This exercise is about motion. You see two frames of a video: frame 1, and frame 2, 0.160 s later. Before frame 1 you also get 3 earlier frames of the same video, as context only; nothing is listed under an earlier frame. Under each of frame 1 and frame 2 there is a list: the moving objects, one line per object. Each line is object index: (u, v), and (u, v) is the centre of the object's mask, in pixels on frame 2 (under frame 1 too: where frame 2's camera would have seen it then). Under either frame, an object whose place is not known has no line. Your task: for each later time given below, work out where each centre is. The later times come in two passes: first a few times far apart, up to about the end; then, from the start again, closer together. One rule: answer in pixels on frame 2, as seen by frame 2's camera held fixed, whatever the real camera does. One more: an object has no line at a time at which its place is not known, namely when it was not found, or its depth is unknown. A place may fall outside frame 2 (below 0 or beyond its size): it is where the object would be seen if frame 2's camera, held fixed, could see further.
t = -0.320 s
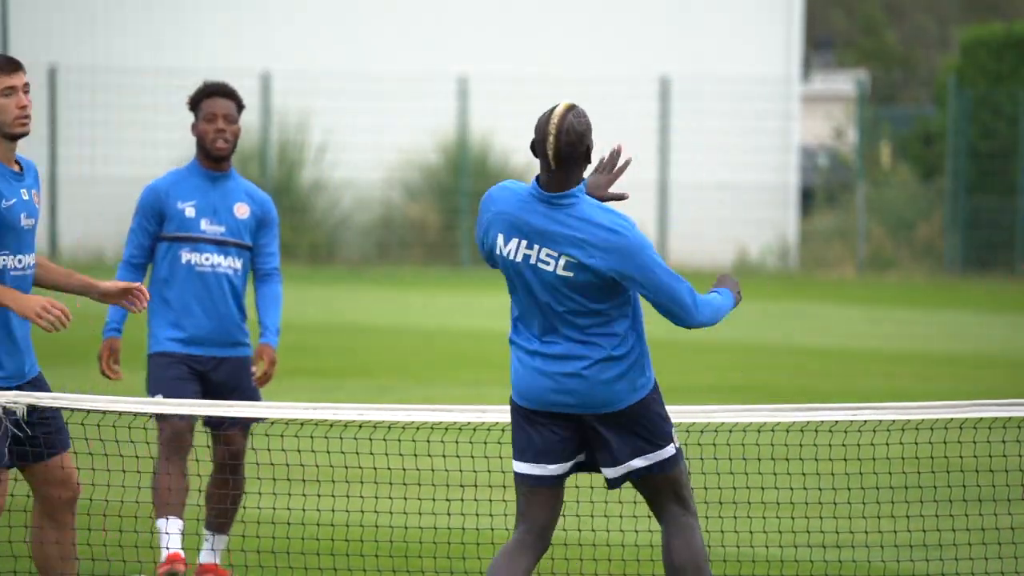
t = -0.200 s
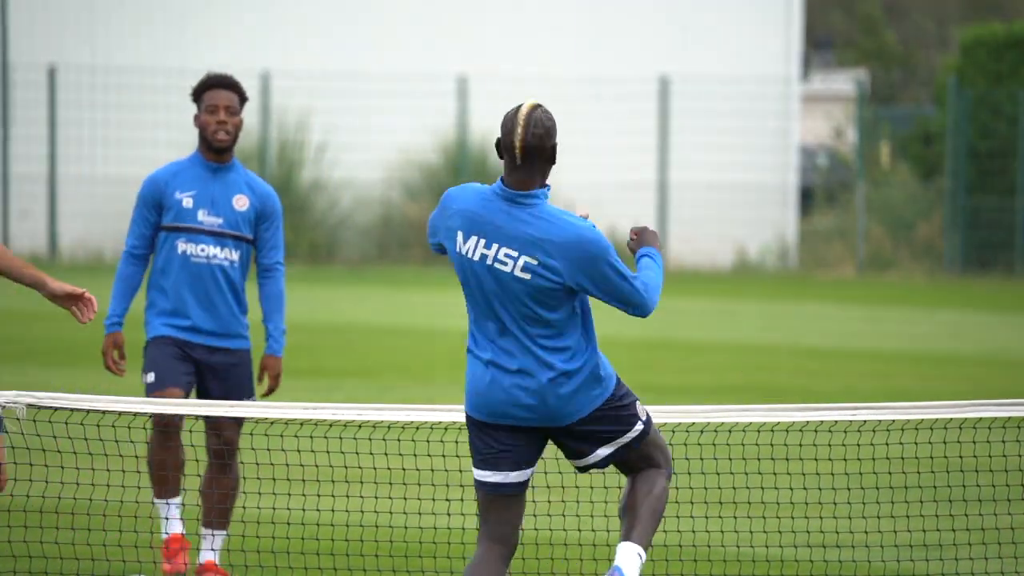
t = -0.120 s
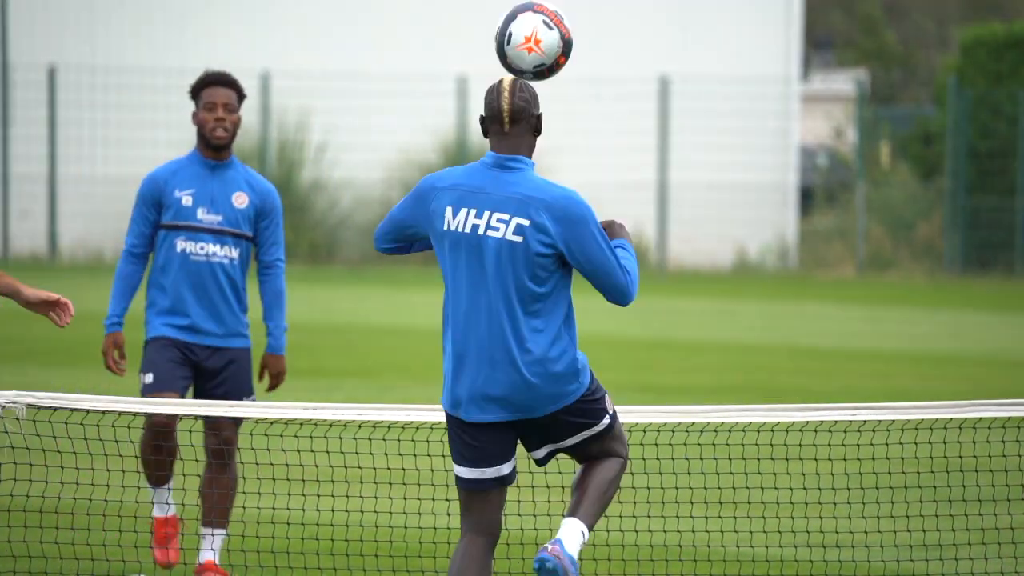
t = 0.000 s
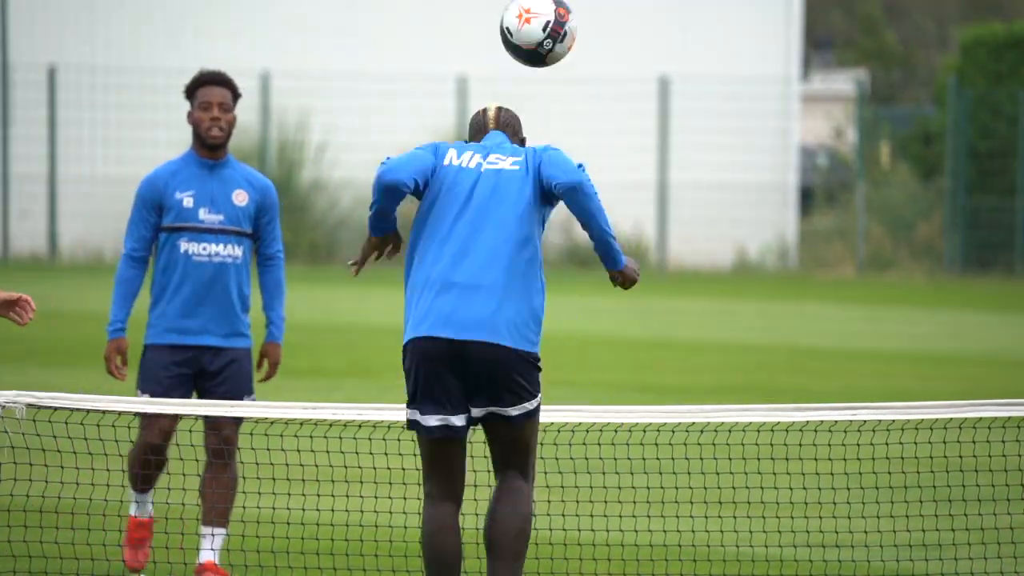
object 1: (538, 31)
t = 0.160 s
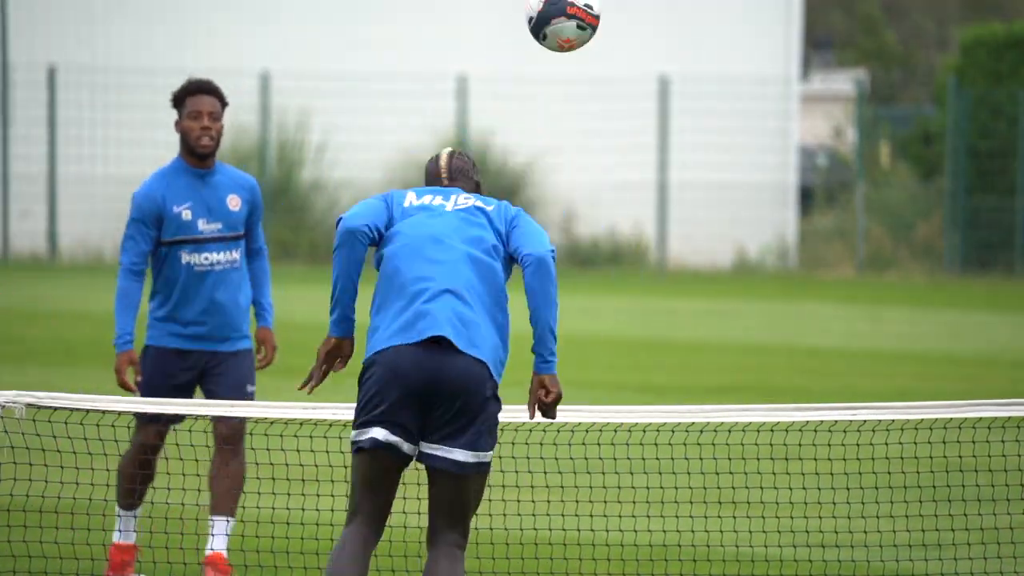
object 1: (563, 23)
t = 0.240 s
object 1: (572, 39)
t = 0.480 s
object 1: (597, 229)
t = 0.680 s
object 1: (618, 508)
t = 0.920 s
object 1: (614, 407)
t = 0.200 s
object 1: (567, 28)
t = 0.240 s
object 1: (572, 39)
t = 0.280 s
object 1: (576, 59)
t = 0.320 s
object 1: (580, 84)
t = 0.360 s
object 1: (584, 113)
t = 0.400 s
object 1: (588, 148)
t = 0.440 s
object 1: (593, 187)
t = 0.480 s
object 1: (597, 229)
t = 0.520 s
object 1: (601, 276)
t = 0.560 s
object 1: (606, 328)
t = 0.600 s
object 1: (610, 379)
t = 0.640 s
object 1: (614, 447)
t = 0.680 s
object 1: (618, 508)
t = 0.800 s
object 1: (621, 525)
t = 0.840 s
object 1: (619, 482)
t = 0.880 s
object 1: (617, 447)
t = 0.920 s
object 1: (614, 407)
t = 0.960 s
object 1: (611, 379)
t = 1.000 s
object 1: (609, 359)
